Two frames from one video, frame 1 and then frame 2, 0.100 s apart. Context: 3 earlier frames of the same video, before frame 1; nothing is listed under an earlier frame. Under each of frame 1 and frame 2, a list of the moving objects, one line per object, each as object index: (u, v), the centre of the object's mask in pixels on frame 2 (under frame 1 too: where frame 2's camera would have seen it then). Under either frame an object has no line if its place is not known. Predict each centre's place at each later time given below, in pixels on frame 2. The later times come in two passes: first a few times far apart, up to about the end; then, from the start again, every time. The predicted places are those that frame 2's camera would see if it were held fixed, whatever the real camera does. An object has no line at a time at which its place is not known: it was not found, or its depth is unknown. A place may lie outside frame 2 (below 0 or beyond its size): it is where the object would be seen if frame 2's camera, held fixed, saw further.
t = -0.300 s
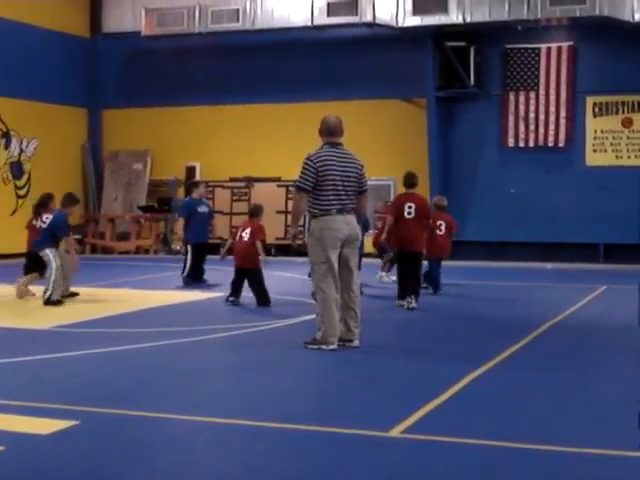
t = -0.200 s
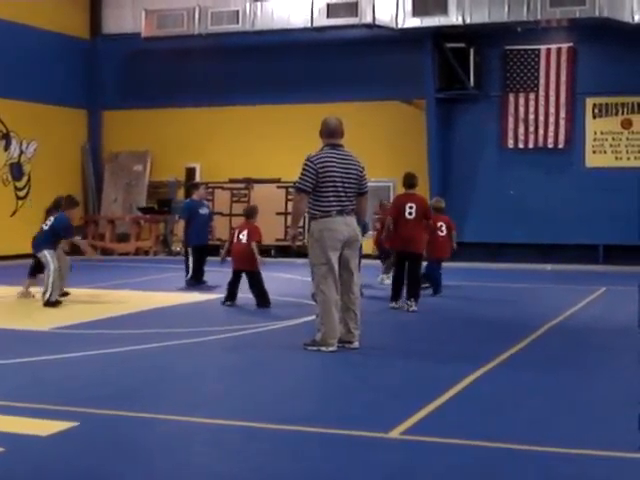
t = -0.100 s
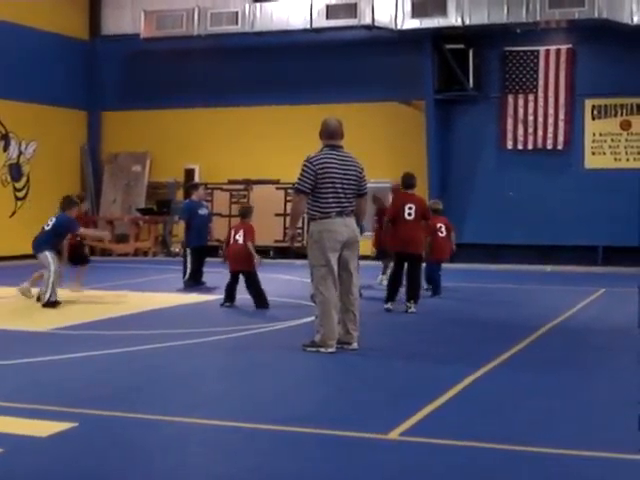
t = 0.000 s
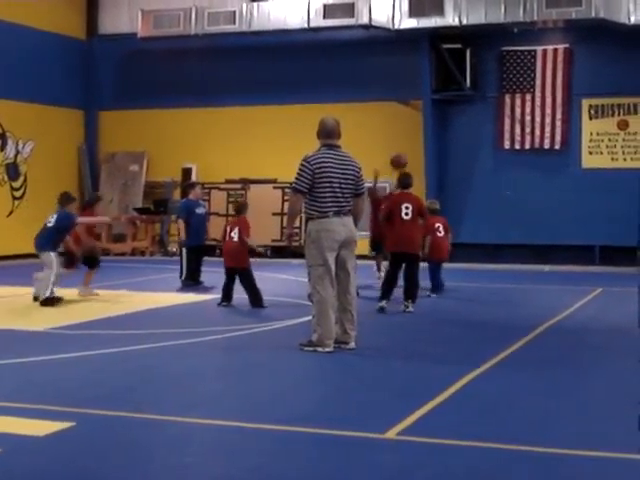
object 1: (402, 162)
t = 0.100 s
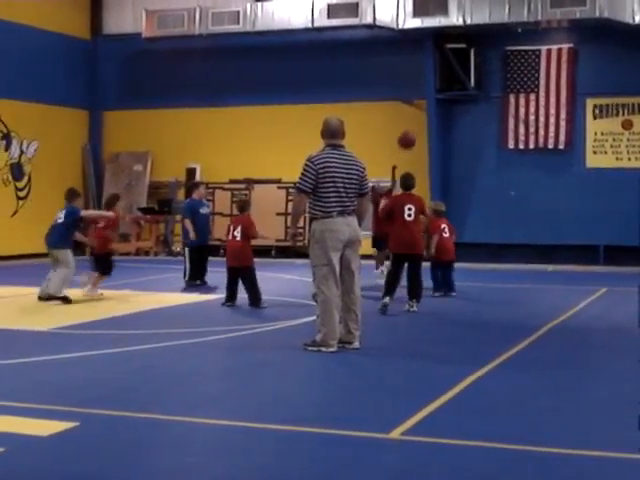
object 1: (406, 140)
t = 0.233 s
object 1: (411, 123)
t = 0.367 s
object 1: (415, 118)
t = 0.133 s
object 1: (407, 135)
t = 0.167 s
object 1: (408, 130)
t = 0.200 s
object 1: (410, 125)
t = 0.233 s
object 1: (411, 123)
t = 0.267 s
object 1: (412, 121)
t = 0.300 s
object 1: (413, 119)
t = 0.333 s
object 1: (414, 118)
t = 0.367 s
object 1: (415, 118)
